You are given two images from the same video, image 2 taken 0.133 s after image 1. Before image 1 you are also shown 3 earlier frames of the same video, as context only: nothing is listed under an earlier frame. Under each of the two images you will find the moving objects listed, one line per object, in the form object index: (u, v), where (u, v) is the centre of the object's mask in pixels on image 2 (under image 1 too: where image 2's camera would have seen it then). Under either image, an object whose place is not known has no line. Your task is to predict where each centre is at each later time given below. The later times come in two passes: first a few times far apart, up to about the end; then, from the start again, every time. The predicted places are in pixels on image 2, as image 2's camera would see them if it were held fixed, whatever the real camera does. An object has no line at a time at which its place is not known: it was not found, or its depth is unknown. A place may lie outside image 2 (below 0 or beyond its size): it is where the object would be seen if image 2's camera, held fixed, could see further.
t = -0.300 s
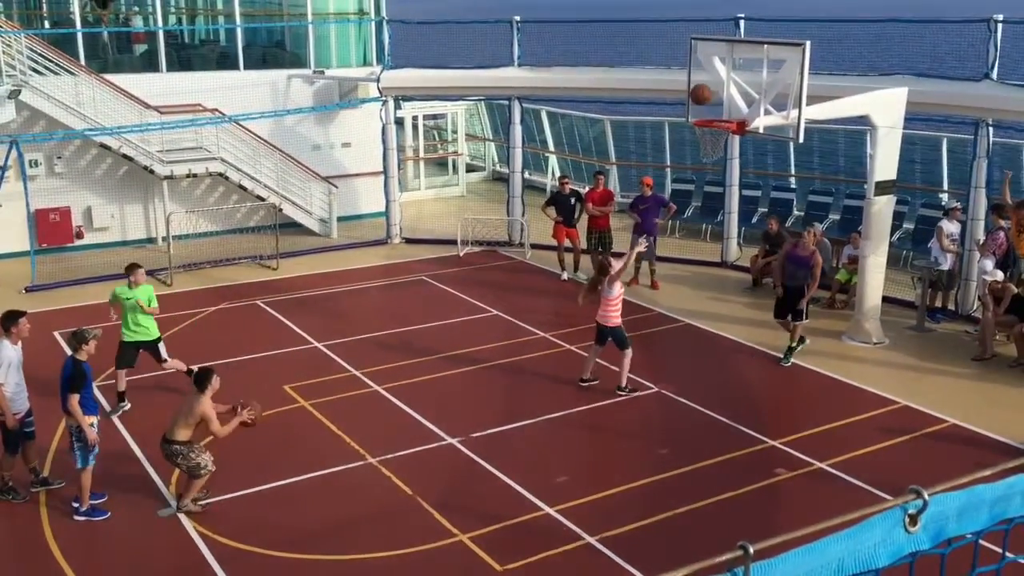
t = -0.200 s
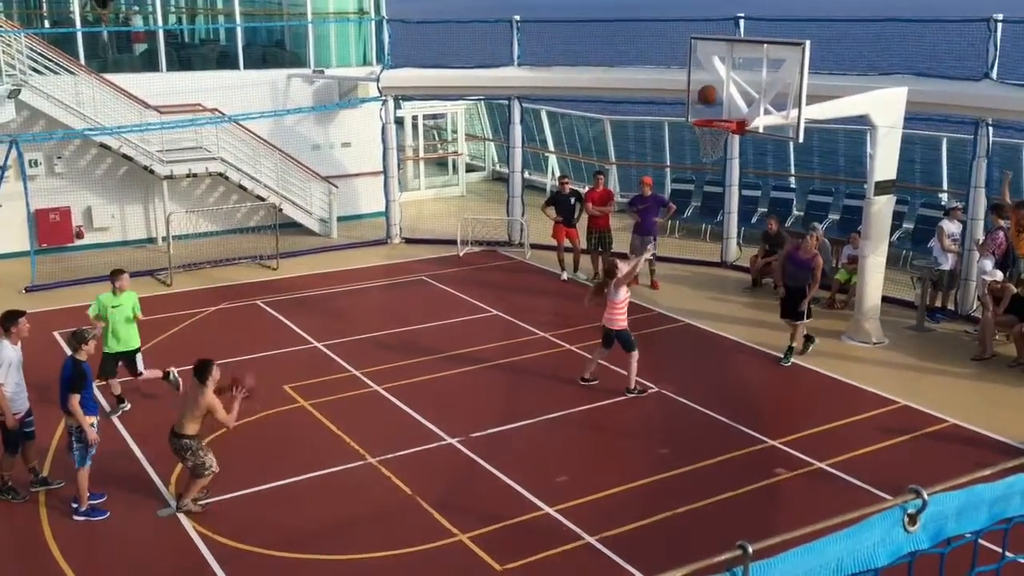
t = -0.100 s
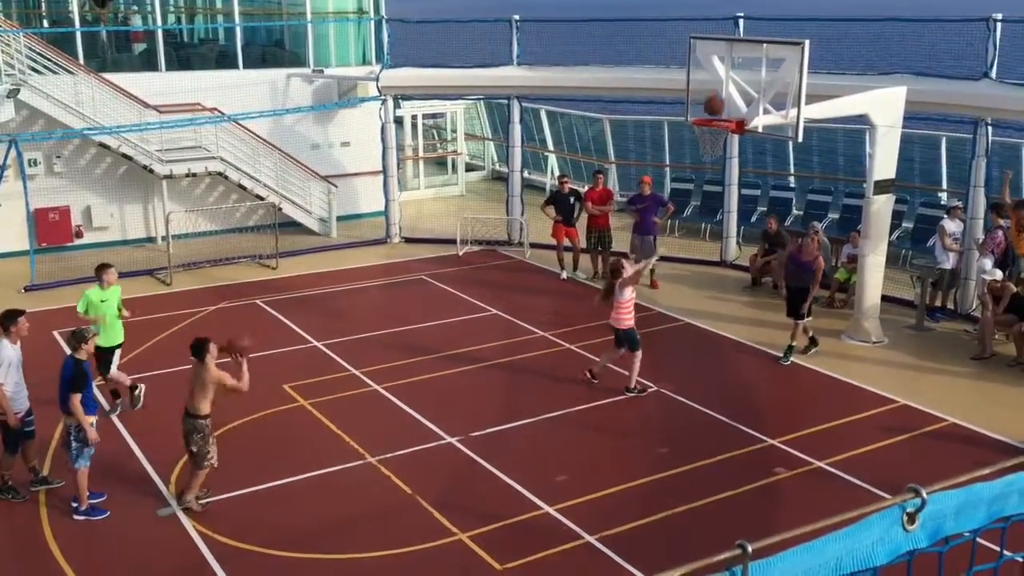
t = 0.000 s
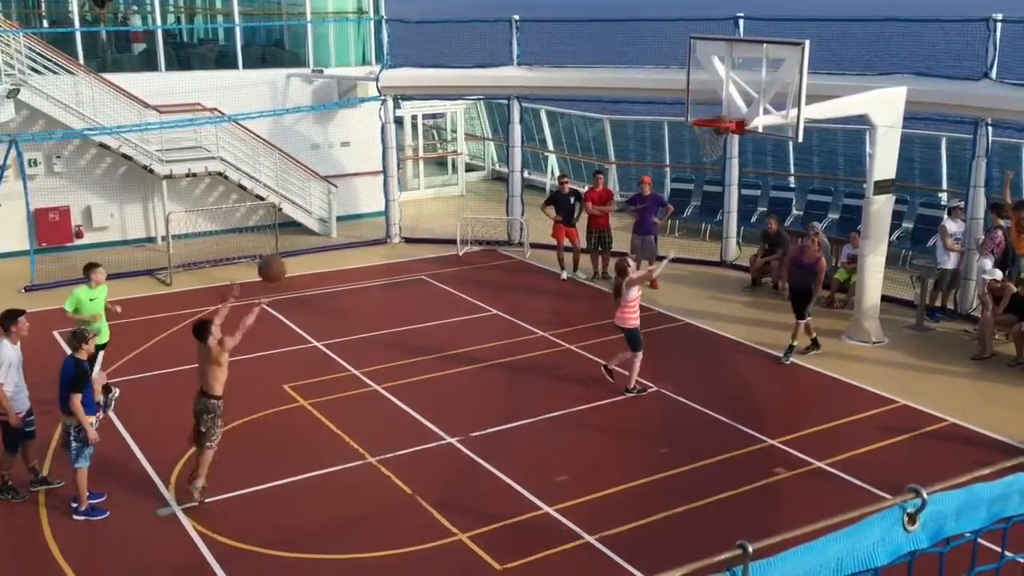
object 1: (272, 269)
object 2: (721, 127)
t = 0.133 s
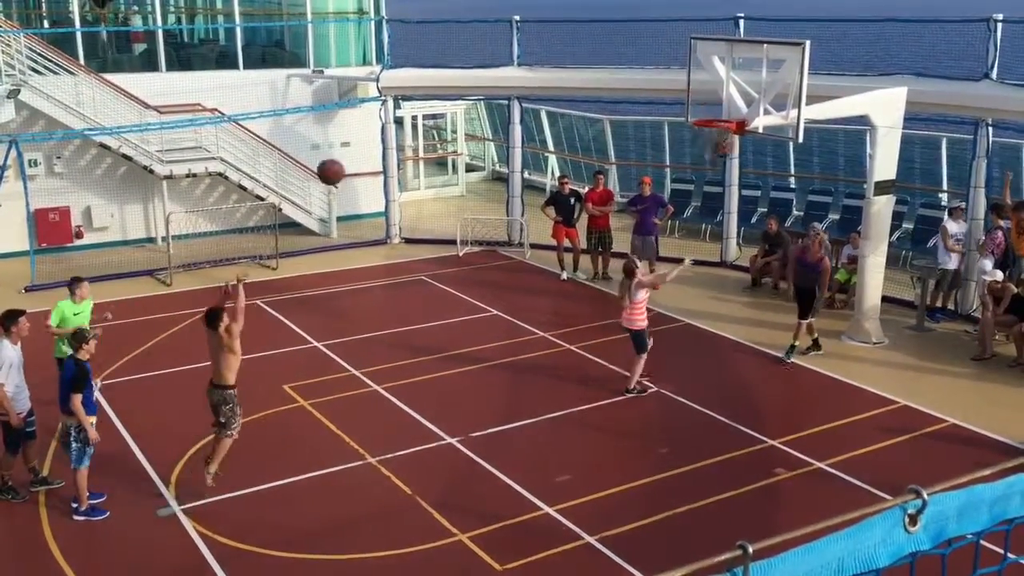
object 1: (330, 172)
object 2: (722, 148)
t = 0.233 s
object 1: (372, 112)
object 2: (718, 167)
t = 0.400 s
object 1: (442, 39)
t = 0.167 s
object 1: (345, 150)
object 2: (719, 154)
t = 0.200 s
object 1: (359, 130)
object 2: (718, 157)
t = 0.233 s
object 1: (372, 112)
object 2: (718, 167)
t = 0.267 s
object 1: (386, 95)
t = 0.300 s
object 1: (401, 79)
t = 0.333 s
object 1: (415, 64)
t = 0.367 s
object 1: (428, 51)
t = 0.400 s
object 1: (442, 39)
